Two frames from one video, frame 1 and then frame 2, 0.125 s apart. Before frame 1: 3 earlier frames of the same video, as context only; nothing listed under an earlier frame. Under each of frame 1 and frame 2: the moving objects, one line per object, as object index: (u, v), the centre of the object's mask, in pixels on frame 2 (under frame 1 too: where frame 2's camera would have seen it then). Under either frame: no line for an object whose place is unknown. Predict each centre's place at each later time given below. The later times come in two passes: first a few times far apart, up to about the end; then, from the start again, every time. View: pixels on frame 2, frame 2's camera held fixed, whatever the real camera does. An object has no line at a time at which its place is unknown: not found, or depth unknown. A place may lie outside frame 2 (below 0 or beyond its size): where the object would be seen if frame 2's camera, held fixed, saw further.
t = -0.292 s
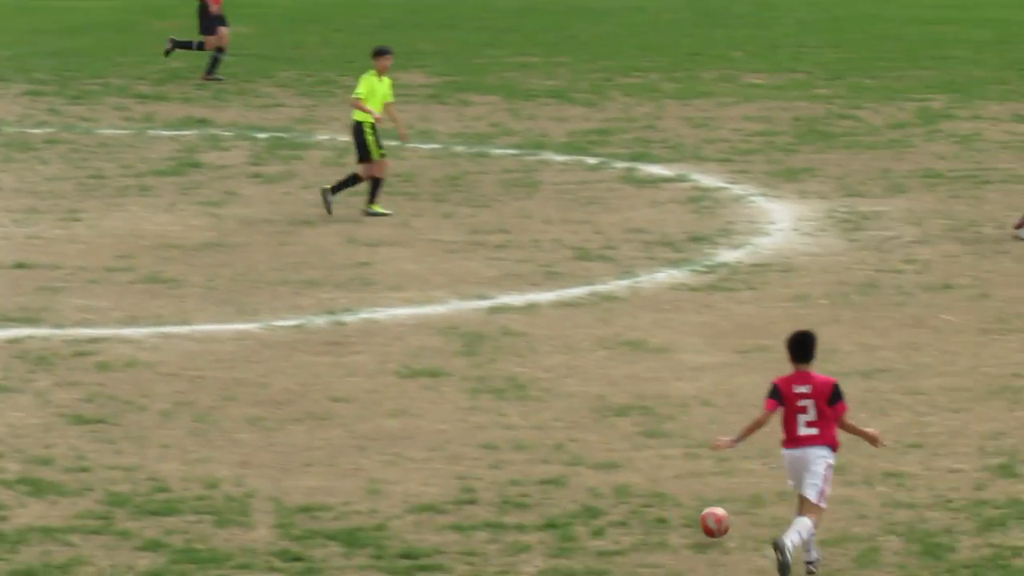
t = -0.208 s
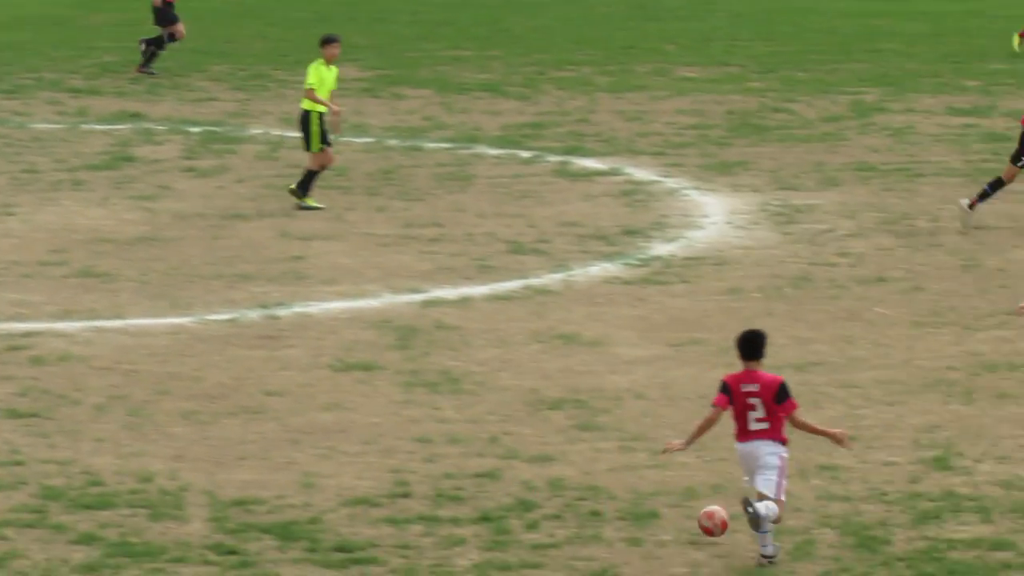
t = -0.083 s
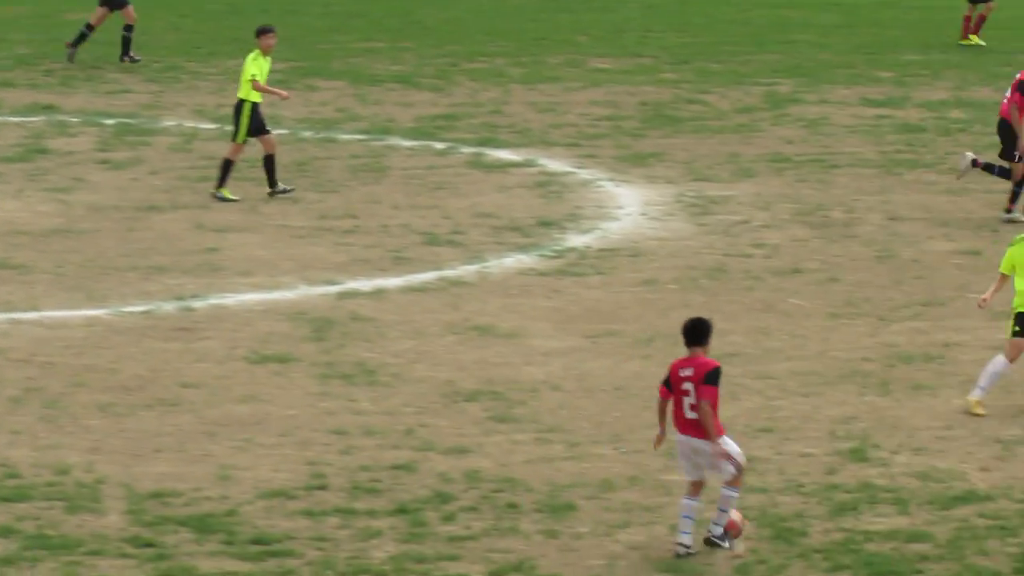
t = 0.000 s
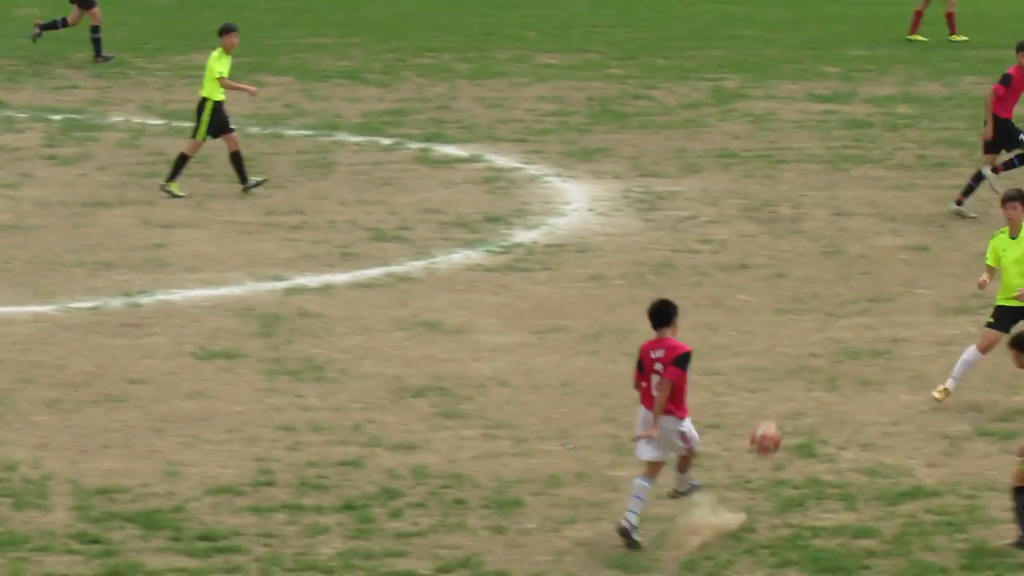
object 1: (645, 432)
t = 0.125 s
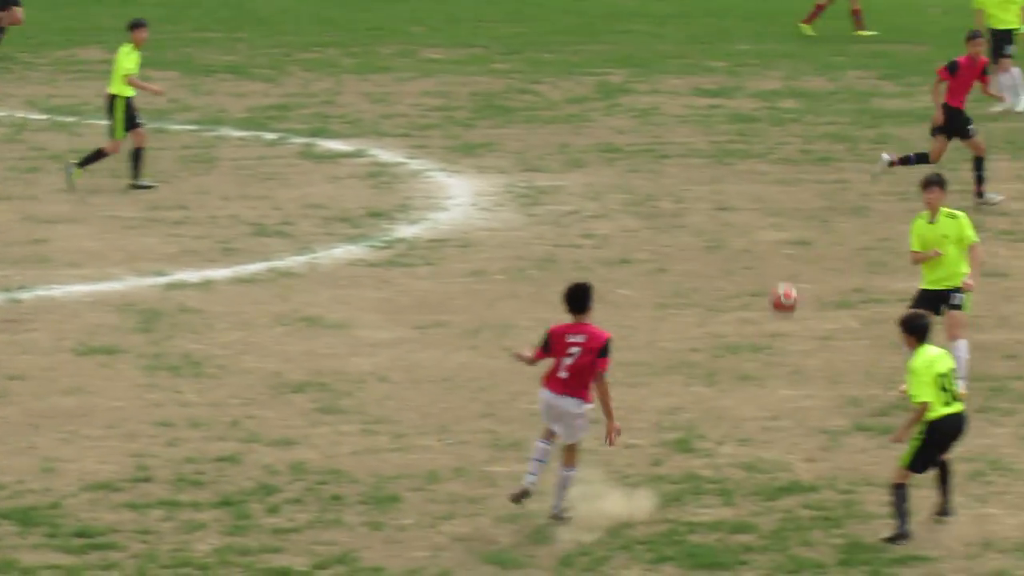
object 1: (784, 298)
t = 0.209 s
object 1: (875, 225)
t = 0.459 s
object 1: (1142, 44)
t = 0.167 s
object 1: (829, 260)
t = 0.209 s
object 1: (875, 225)
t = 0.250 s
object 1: (921, 190)
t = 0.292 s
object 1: (965, 158)
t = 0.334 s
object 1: (1010, 127)
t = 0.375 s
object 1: (1053, 97)
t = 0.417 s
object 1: (1099, 69)
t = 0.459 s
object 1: (1142, 44)
